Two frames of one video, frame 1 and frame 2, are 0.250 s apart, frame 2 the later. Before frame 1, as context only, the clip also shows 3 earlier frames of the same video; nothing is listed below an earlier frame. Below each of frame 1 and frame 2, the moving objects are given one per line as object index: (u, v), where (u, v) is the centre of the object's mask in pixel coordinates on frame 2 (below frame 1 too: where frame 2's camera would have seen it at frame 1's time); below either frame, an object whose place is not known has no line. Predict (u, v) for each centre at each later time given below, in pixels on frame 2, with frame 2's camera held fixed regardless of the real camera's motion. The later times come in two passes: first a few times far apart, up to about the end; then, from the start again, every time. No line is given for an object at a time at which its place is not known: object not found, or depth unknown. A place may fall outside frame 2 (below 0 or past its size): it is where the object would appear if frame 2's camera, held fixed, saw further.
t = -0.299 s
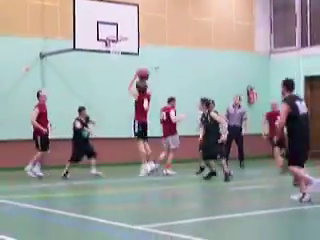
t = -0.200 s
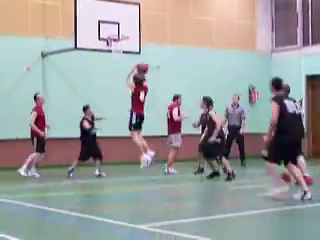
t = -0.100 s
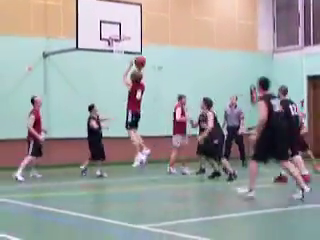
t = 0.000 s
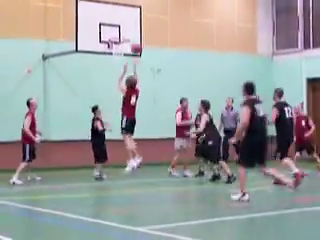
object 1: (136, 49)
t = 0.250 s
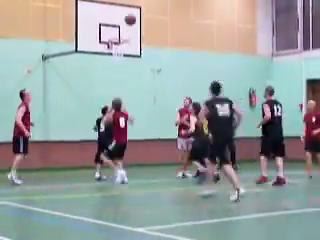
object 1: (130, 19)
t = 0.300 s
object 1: (129, 17)
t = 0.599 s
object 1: (123, 27)
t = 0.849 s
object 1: (117, 59)
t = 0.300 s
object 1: (129, 17)
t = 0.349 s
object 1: (127, 16)
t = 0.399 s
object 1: (126, 16)
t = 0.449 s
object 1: (125, 17)
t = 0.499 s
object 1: (124, 19)
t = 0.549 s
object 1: (123, 22)
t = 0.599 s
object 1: (123, 27)
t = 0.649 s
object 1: (121, 33)
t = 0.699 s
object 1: (120, 39)
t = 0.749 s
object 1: (119, 46)
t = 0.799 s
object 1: (118, 53)
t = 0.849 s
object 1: (117, 59)
